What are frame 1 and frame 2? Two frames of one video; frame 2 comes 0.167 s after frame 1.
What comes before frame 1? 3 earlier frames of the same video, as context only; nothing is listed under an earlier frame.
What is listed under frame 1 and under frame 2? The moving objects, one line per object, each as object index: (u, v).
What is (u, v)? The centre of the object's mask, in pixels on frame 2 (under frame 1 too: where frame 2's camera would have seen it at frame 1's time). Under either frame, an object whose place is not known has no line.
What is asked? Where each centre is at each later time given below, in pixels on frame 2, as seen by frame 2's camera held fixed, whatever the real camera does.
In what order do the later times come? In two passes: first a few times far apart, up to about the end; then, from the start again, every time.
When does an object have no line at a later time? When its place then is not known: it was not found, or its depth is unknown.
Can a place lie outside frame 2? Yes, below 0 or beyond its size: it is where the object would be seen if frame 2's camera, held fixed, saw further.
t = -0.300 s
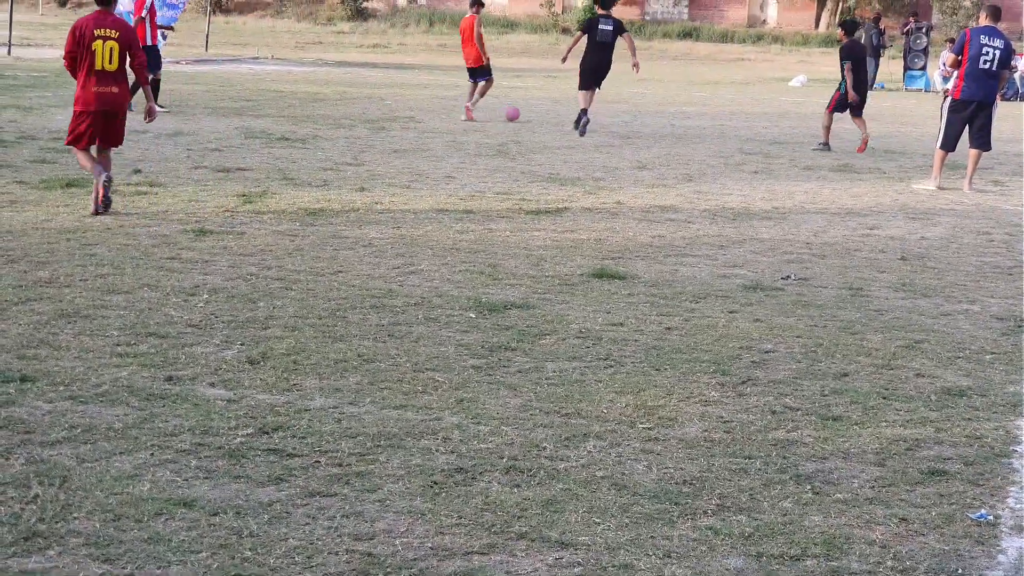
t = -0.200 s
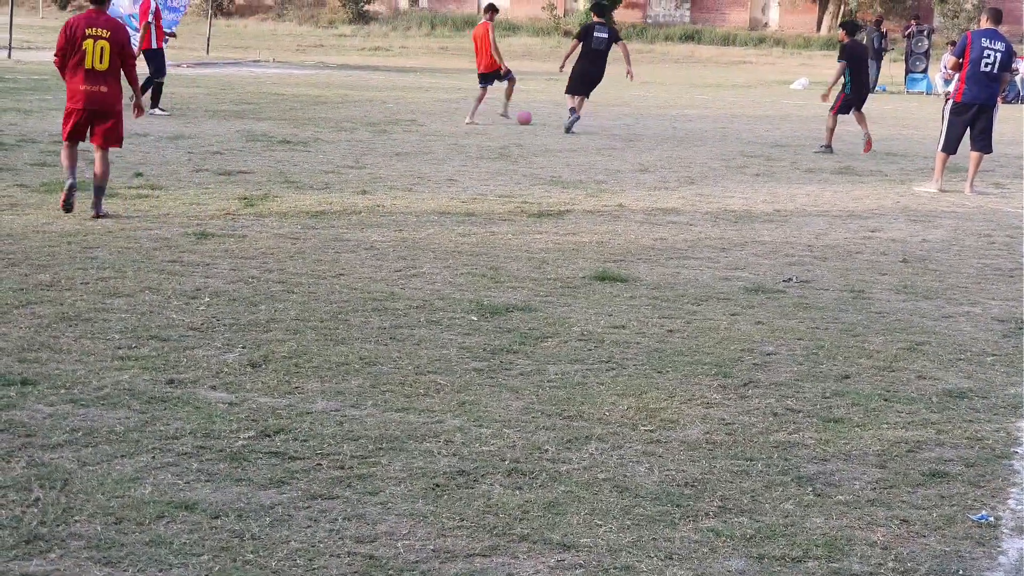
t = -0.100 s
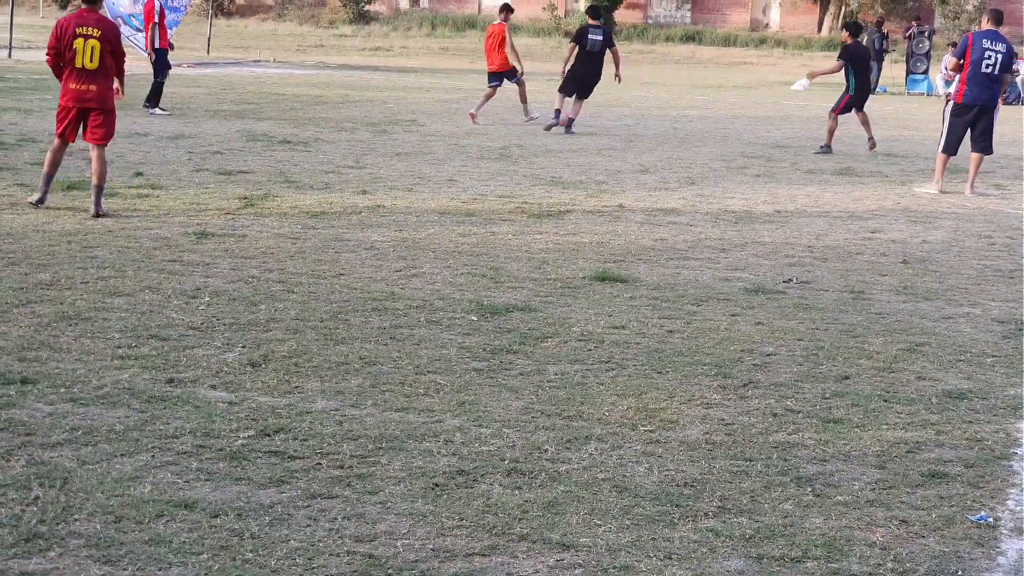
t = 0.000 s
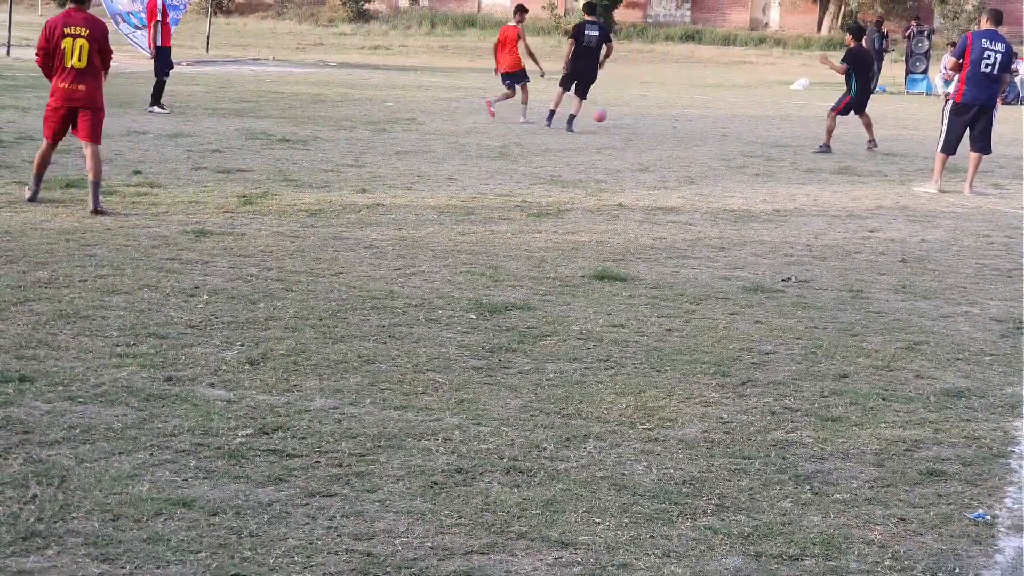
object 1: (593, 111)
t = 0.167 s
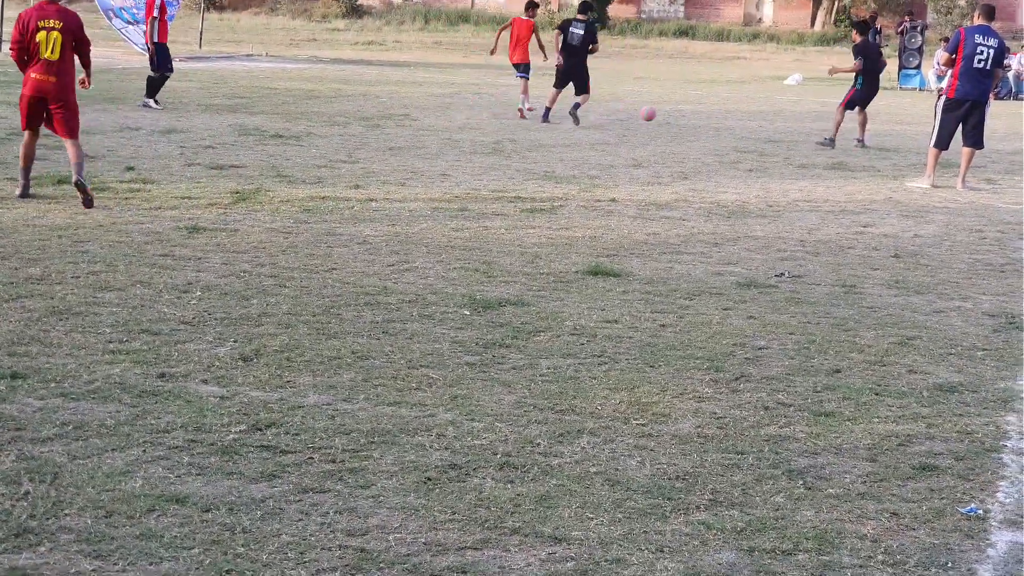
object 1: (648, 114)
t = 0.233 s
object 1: (668, 117)
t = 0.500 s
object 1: (737, 118)
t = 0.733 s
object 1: (795, 119)
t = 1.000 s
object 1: (855, 122)
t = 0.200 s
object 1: (659, 118)
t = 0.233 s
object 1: (668, 117)
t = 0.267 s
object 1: (678, 114)
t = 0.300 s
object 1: (685, 114)
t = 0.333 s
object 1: (694, 113)
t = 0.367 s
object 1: (703, 113)
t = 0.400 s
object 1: (711, 114)
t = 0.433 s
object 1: (720, 116)
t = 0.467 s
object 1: (728, 118)
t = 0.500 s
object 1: (737, 118)
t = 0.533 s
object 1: (745, 116)
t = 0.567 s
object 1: (754, 115)
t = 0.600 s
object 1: (762, 115)
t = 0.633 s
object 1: (770, 115)
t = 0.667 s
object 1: (778, 116)
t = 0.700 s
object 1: (786, 118)
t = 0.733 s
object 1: (795, 119)
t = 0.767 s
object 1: (802, 117)
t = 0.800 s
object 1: (810, 116)
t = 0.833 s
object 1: (818, 115)
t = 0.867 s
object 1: (825, 116)
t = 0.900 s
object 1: (833, 117)
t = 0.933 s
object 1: (840, 119)
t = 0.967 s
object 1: (847, 121)
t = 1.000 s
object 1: (855, 122)
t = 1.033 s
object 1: (862, 122)
